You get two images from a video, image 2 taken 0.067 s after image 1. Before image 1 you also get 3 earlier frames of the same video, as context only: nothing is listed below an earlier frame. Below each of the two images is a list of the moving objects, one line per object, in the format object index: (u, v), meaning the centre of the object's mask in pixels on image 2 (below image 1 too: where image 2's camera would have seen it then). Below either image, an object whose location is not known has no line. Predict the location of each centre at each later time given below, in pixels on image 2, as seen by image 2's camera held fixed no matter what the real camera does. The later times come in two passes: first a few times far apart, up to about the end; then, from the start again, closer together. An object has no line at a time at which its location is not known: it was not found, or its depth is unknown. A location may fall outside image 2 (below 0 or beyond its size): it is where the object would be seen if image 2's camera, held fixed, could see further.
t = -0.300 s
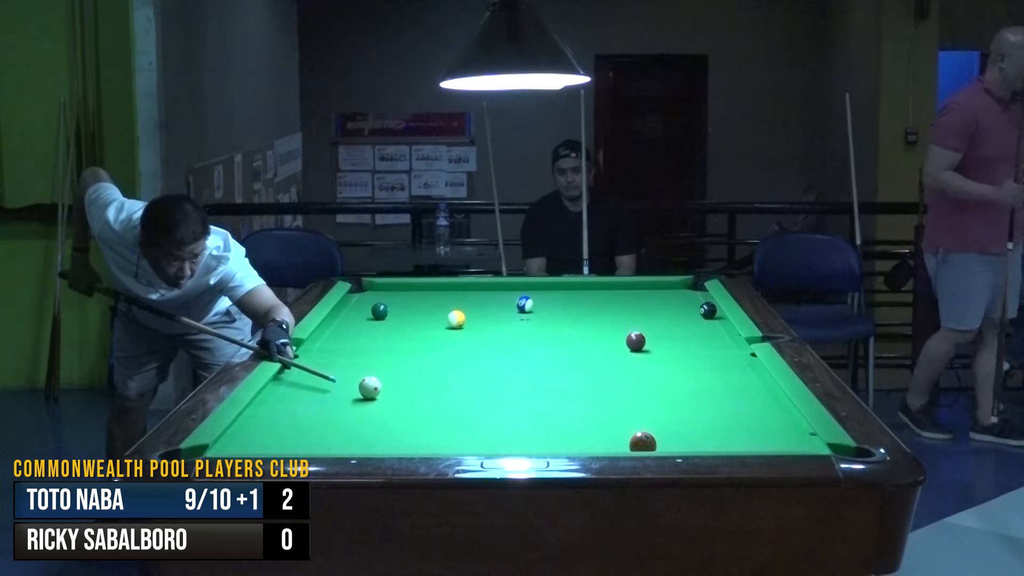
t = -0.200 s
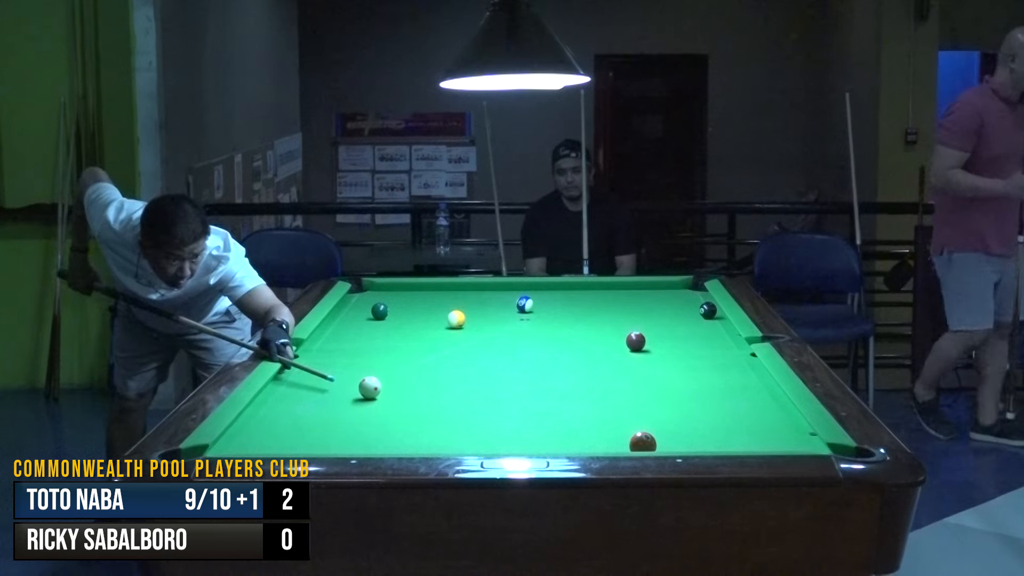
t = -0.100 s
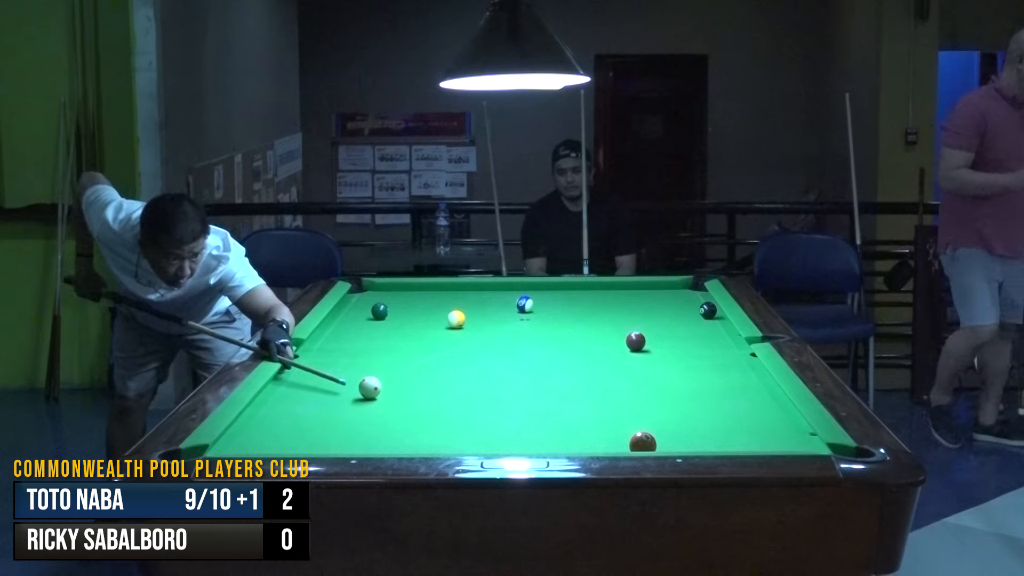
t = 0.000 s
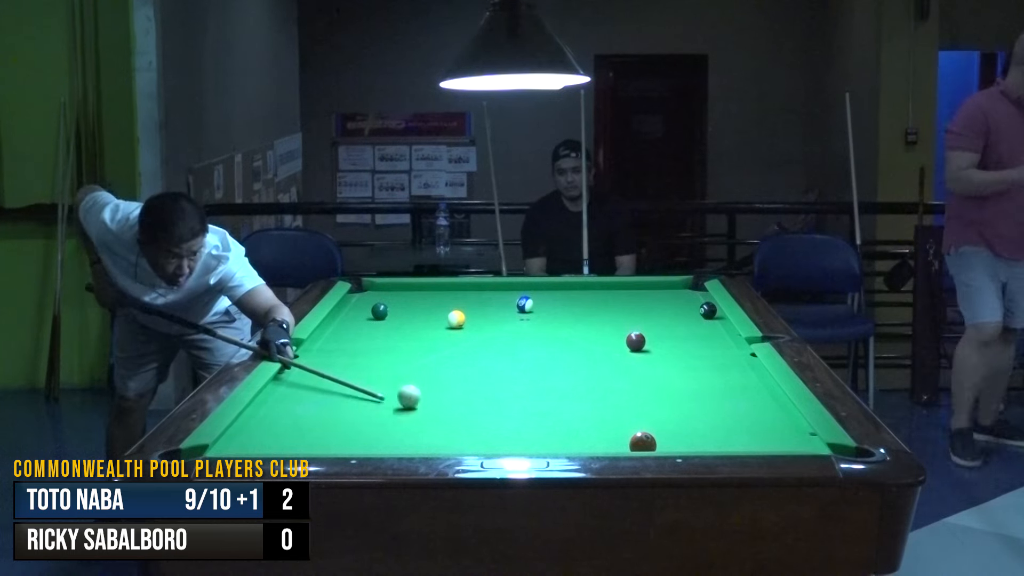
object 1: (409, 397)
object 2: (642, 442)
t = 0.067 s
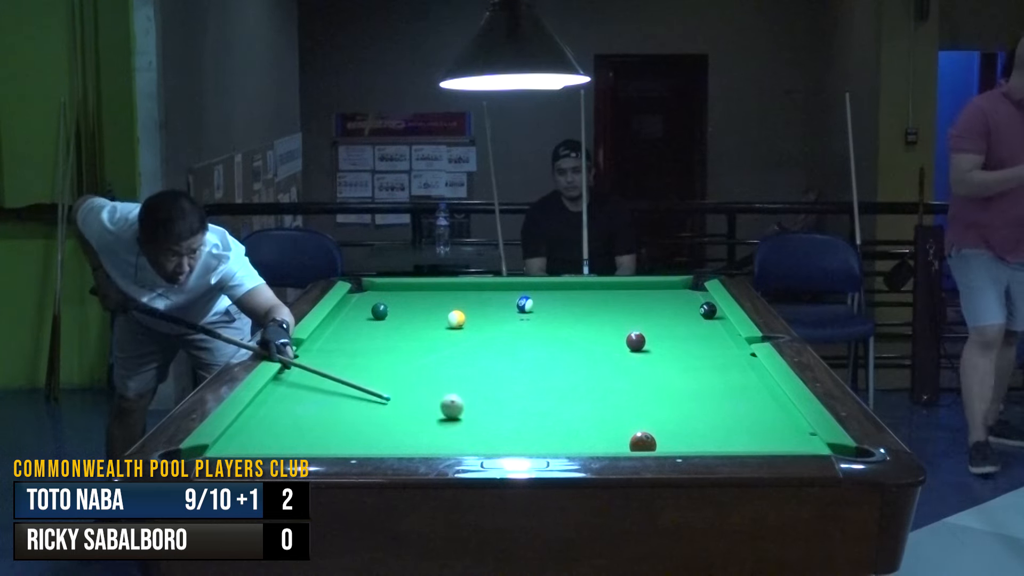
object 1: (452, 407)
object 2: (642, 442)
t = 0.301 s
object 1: (590, 438)
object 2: (642, 442)
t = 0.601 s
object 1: (608, 443)
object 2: (742, 444)
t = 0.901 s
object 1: (590, 433)
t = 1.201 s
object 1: (574, 420)
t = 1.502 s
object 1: (559, 409)
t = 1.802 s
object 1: (547, 399)
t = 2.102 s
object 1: (535, 391)
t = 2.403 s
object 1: (525, 383)
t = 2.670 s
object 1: (517, 378)
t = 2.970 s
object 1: (508, 371)
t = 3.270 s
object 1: (501, 366)
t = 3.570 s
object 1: (495, 361)
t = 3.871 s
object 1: (489, 358)
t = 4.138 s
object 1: (486, 355)
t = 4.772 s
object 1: (476, 349)
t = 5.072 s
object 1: (472, 347)
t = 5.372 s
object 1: (469, 346)
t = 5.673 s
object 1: (467, 345)
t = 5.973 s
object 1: (465, 344)
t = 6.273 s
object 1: (464, 344)
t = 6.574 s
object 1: (464, 344)
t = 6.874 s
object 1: (464, 344)
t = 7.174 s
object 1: (464, 344)
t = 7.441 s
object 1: (464, 344)
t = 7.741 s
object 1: (464, 344)
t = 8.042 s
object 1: (464, 344)
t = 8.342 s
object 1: (464, 344)
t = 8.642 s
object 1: (464, 344)
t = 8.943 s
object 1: (464, 344)
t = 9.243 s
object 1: (464, 344)
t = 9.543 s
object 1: (464, 344)
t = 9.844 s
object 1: (464, 344)
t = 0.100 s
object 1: (473, 412)
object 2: (642, 442)
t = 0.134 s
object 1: (494, 416)
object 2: (642, 442)
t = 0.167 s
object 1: (514, 421)
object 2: (643, 442)
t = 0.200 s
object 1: (534, 426)
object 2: (642, 442)
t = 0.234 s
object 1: (553, 430)
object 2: (643, 442)
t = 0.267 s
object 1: (572, 435)
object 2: (643, 442)
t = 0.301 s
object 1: (590, 438)
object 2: (642, 442)
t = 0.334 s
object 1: (607, 441)
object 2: (643, 442)
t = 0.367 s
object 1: (615, 443)
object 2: (651, 442)
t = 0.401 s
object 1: (615, 445)
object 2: (667, 442)
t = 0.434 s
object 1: (616, 447)
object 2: (681, 443)
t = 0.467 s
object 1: (617, 447)
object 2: (694, 443)
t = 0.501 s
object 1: (614, 446)
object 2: (706, 443)
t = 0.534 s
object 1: (612, 445)
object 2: (718, 443)
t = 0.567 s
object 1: (610, 444)
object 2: (729, 443)
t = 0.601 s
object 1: (608, 443)
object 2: (742, 444)
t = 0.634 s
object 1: (606, 443)
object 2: (754, 444)
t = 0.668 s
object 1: (603, 442)
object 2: (765, 444)
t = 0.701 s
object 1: (601, 441)
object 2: (777, 444)
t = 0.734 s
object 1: (599, 440)
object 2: (789, 445)
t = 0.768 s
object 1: (597, 439)
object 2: (801, 445)
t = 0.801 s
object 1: (596, 438)
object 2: (813, 446)
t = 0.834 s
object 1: (594, 436)
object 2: (824, 447)
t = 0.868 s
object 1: (592, 435)
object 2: (834, 448)
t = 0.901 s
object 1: (590, 433)
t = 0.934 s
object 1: (588, 431)
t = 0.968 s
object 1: (586, 430)
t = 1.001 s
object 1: (584, 428)
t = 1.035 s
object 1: (583, 427)
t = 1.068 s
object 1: (581, 426)
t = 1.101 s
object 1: (579, 424)
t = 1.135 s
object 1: (577, 423)
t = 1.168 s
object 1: (575, 422)
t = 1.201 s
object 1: (574, 420)
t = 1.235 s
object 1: (572, 419)
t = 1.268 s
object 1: (571, 418)
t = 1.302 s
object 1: (569, 417)
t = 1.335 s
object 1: (567, 415)
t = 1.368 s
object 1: (566, 414)
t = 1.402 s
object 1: (564, 413)
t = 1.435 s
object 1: (563, 411)
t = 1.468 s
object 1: (561, 410)
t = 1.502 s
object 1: (559, 409)
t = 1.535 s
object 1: (558, 408)
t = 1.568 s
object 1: (557, 407)
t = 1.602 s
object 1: (555, 406)
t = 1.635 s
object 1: (554, 405)
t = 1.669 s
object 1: (552, 404)
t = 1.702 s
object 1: (551, 403)
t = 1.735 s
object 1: (549, 401)
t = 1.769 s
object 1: (548, 401)
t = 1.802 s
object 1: (547, 399)
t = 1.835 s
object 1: (545, 398)
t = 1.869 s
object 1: (544, 397)
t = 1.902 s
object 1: (543, 396)
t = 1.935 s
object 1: (541, 396)
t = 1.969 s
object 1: (540, 395)
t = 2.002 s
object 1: (539, 394)
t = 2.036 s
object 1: (537, 393)
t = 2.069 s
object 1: (536, 391)
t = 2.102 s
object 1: (535, 391)
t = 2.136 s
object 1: (534, 390)
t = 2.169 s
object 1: (533, 389)
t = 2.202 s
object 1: (532, 388)
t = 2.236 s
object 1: (530, 387)
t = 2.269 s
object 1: (529, 386)
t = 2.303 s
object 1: (528, 386)
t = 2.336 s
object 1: (527, 385)
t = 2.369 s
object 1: (526, 384)
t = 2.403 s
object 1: (525, 383)
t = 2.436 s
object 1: (524, 383)
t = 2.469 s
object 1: (523, 382)
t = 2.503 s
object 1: (522, 381)
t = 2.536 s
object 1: (521, 380)
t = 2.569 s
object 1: (520, 379)
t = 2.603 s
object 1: (519, 379)
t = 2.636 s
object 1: (518, 378)
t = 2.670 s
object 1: (517, 378)
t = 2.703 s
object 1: (516, 377)
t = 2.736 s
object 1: (515, 376)
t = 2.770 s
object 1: (514, 375)
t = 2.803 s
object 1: (513, 375)
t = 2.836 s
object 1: (512, 374)
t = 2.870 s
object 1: (511, 373)
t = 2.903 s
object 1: (510, 372)
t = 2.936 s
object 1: (509, 372)
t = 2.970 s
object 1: (508, 371)
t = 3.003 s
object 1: (508, 370)
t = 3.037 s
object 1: (507, 370)
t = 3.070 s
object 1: (506, 369)
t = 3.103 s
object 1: (505, 369)
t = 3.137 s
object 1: (504, 368)
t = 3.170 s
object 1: (504, 368)
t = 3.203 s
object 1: (503, 367)
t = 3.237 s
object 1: (502, 367)
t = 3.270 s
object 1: (501, 366)
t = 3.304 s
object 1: (501, 366)
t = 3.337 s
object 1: (500, 365)
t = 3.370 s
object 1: (499, 364)
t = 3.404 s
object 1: (498, 364)
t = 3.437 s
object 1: (498, 364)
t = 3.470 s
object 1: (497, 363)
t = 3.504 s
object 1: (497, 363)
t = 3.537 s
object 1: (496, 362)
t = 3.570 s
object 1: (495, 361)
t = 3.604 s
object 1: (495, 361)
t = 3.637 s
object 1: (494, 361)
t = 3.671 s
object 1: (493, 360)
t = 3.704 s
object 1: (493, 360)
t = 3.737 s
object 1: (492, 359)
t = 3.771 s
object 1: (491, 359)
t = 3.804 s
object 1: (491, 358)
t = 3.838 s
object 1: (490, 358)
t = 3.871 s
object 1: (489, 358)
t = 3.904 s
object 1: (489, 357)
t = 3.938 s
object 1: (488, 357)
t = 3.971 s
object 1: (488, 357)
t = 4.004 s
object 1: (487, 356)
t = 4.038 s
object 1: (487, 356)
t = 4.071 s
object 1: (486, 355)
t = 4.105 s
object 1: (486, 355)
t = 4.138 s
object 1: (486, 355)
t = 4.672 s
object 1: (474, 352)
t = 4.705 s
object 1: (477, 350)
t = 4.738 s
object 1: (476, 349)
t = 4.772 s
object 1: (476, 349)
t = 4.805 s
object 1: (475, 349)
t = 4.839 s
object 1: (475, 349)
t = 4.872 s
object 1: (475, 348)
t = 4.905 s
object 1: (474, 348)
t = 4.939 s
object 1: (474, 348)
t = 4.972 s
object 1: (473, 348)
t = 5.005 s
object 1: (473, 348)
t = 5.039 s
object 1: (473, 347)
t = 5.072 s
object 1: (472, 347)
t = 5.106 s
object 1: (472, 347)
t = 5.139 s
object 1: (471, 347)
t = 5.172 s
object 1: (471, 347)
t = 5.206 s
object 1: (471, 347)
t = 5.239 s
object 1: (470, 347)
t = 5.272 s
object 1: (470, 346)
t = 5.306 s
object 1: (470, 346)
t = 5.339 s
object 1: (470, 346)
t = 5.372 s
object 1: (469, 346)
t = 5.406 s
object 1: (469, 346)
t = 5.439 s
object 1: (469, 346)
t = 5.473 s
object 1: (469, 346)
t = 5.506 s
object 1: (468, 345)
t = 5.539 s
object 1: (468, 345)
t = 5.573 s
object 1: (468, 345)
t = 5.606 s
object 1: (467, 345)
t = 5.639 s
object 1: (467, 345)
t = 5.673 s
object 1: (467, 345)
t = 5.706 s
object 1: (467, 345)
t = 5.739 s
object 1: (466, 345)
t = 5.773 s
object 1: (466, 345)
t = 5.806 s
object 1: (466, 345)
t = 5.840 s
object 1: (465, 344)
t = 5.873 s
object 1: (465, 344)
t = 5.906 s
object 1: (465, 344)
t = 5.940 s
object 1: (465, 344)
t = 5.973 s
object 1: (465, 344)
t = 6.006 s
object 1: (465, 344)
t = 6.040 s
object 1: (465, 344)
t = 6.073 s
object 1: (465, 344)
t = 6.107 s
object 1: (464, 344)
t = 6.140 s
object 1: (464, 344)
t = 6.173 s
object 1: (464, 344)
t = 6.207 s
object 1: (464, 344)
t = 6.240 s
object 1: (464, 344)
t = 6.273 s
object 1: (464, 344)
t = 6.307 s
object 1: (464, 344)
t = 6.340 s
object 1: (464, 344)
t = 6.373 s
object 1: (464, 344)
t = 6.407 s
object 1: (464, 344)
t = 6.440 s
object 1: (464, 344)
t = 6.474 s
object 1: (464, 344)
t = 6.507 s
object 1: (464, 344)
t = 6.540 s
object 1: (464, 344)
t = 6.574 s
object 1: (464, 344)
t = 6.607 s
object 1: (464, 344)
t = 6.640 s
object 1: (464, 344)
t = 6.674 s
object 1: (464, 344)
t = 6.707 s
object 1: (464, 344)
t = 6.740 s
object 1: (464, 344)
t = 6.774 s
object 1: (464, 344)
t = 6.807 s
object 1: (464, 344)
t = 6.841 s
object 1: (464, 344)
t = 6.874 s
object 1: (464, 344)
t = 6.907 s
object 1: (464, 344)
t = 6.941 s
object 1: (464, 344)
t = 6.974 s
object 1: (464, 344)
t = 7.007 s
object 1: (464, 344)
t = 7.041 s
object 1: (464, 344)
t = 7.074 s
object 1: (464, 344)
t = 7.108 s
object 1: (464, 344)
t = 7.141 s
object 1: (464, 344)
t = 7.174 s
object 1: (464, 344)
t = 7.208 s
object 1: (464, 344)
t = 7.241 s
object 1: (464, 344)
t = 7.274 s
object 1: (464, 344)
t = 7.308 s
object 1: (464, 344)
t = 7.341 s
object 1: (464, 344)
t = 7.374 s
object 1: (464, 344)
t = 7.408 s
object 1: (464, 344)
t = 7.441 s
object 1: (464, 344)
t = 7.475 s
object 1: (464, 344)
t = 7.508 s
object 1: (464, 344)
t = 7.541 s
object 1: (464, 344)
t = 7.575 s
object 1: (464, 344)
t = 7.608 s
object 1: (464, 344)
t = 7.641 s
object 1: (464, 344)
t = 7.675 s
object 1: (464, 344)
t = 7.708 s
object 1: (464, 344)
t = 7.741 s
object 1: (464, 344)
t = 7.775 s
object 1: (464, 344)
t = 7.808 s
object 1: (464, 344)
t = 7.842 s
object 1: (464, 344)
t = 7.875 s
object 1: (464, 344)
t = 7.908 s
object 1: (464, 344)
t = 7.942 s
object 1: (464, 344)
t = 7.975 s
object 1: (464, 344)
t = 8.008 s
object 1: (464, 344)
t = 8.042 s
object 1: (464, 344)
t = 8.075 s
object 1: (464, 344)
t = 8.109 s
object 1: (464, 344)
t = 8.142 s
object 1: (464, 344)
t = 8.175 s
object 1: (464, 344)
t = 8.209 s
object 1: (464, 344)
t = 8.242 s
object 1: (464, 344)
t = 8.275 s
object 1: (464, 344)
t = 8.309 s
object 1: (464, 344)
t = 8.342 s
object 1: (464, 344)
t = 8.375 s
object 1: (464, 344)
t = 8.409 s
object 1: (464, 344)
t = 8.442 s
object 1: (464, 344)
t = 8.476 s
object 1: (464, 344)
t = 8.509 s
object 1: (464, 344)
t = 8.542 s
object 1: (464, 344)
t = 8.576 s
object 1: (464, 344)
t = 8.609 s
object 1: (464, 344)
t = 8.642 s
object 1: (464, 344)
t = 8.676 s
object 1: (464, 344)
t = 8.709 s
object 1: (464, 344)
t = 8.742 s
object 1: (464, 344)
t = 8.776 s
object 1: (464, 344)
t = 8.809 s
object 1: (464, 344)
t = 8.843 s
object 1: (464, 344)
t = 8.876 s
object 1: (464, 344)
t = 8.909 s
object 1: (464, 344)
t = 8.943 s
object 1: (464, 344)
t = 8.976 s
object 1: (464, 344)
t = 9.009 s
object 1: (464, 344)
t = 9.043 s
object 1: (464, 344)
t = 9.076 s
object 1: (464, 344)
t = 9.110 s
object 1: (464, 344)
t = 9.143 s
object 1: (464, 344)
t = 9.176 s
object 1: (464, 344)
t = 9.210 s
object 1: (464, 344)
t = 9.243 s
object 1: (464, 344)
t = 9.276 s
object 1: (464, 344)
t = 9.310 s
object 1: (464, 344)
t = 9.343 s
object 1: (464, 344)
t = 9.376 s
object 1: (464, 344)
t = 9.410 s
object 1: (464, 344)
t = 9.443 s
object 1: (464, 344)
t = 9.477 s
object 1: (464, 344)
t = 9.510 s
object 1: (464, 344)
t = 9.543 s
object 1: (464, 344)
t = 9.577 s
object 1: (464, 344)
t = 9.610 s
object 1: (464, 344)
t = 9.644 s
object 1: (464, 344)
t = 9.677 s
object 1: (464, 344)
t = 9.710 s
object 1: (464, 344)
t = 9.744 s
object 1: (464, 344)
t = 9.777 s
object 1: (464, 344)
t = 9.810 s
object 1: (464, 344)
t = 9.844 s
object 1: (464, 344)
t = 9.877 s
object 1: (464, 344)
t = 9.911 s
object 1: (464, 344)
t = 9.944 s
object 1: (464, 344)
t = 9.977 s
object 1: (464, 344)
